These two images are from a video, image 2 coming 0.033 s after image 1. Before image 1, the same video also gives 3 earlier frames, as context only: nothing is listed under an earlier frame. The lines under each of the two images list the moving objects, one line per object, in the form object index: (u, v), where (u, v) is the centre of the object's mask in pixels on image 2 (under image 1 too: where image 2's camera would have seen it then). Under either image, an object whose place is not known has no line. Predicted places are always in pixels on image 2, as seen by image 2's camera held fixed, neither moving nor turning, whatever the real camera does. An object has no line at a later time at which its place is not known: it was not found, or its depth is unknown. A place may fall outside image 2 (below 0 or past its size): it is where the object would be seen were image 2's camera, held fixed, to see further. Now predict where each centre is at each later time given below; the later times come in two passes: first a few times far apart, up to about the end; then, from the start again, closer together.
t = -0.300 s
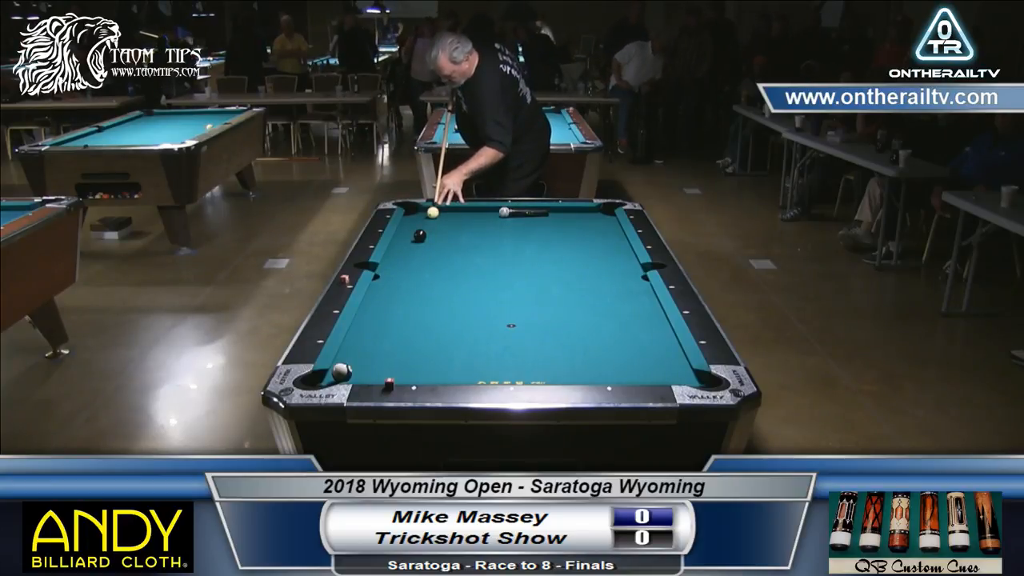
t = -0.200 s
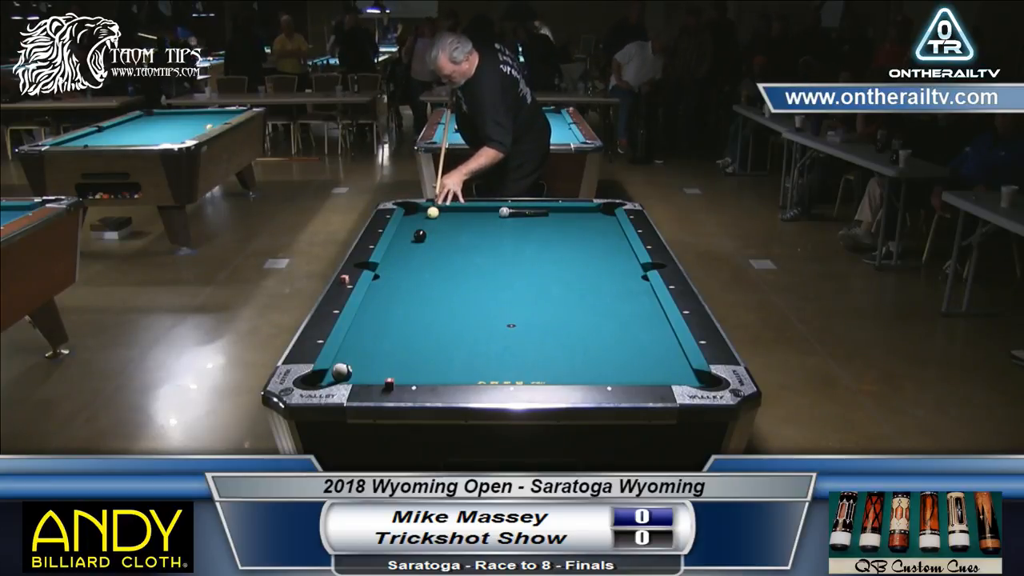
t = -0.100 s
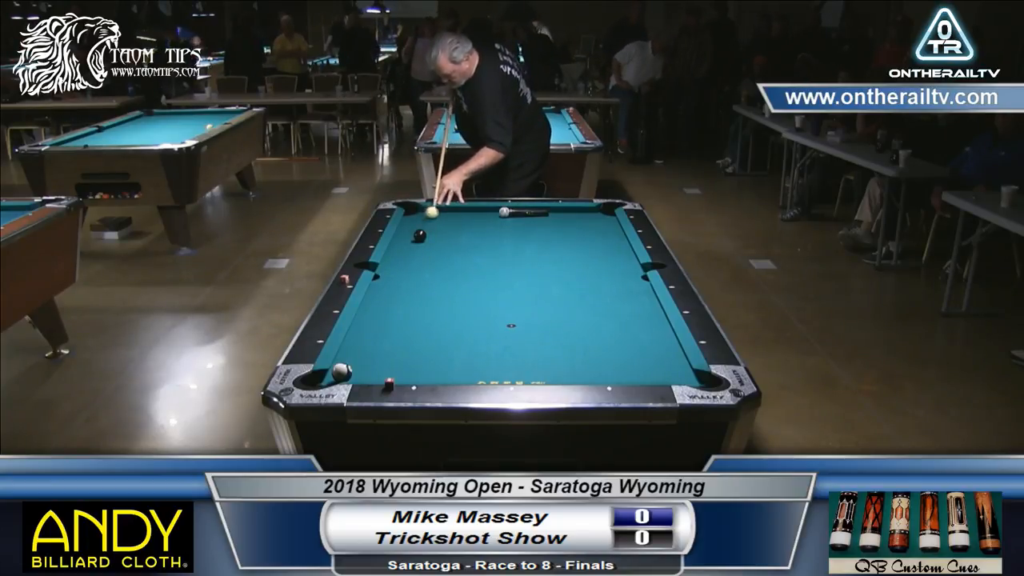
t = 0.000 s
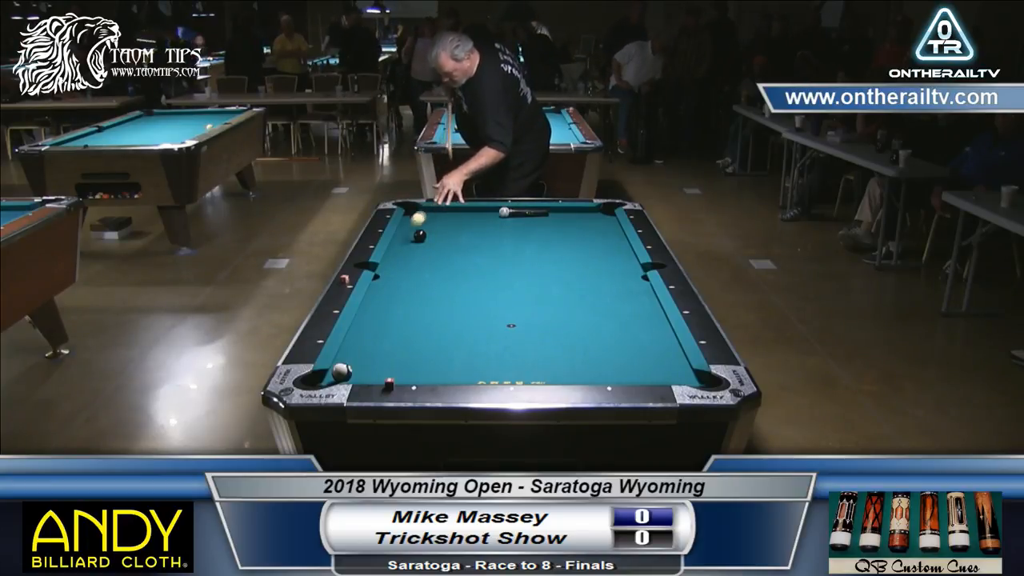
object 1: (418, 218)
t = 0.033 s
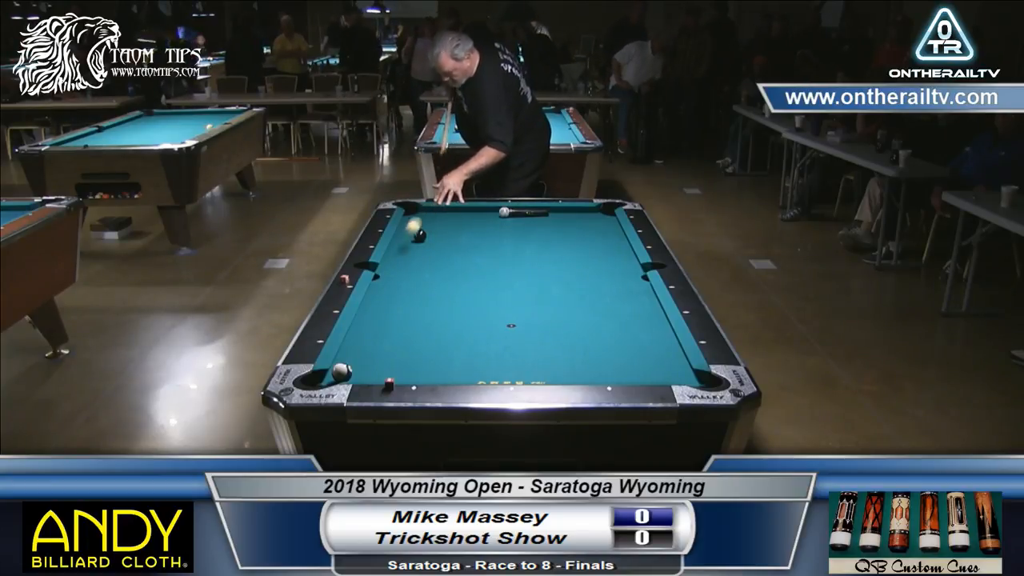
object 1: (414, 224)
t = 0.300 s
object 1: (361, 325)
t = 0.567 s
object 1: (342, 366)
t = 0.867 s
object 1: (341, 368)
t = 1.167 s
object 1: (340, 369)
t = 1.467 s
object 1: (339, 369)
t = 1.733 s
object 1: (339, 369)
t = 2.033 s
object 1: (339, 369)
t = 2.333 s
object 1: (339, 369)
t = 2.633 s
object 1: (339, 369)
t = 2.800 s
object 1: (339, 369)
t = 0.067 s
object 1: (408, 236)
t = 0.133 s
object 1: (397, 266)
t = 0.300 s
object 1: (361, 325)
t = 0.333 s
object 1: (353, 341)
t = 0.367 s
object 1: (347, 354)
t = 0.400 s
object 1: (344, 361)
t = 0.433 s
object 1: (343, 364)
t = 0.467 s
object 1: (343, 365)
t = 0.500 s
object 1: (342, 365)
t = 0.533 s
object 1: (342, 366)
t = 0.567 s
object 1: (342, 366)
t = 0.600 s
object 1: (342, 366)
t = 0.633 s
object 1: (342, 366)
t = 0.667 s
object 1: (342, 366)
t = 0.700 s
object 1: (341, 367)
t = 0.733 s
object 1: (341, 367)
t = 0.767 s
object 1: (341, 367)
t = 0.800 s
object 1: (341, 367)
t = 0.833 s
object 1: (341, 368)
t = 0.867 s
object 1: (341, 368)
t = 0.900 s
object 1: (341, 368)
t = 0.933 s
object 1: (341, 368)
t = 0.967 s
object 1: (340, 368)
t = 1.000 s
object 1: (340, 368)
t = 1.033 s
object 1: (340, 369)
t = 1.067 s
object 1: (340, 369)
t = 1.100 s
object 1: (340, 369)
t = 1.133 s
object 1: (340, 369)
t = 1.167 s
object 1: (340, 369)
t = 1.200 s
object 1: (340, 369)
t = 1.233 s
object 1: (339, 369)
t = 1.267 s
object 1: (339, 369)
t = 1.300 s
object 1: (339, 369)
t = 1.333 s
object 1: (339, 369)
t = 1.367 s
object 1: (339, 369)
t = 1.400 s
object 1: (339, 369)
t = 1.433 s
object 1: (339, 369)
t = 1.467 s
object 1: (339, 369)
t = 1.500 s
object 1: (339, 369)
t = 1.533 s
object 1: (339, 369)
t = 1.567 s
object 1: (339, 369)
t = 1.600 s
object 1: (339, 369)
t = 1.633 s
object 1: (339, 369)
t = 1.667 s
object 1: (339, 369)
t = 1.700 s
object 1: (339, 369)
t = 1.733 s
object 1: (339, 369)
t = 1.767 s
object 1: (339, 369)
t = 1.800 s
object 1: (339, 369)
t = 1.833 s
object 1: (339, 369)
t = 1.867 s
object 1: (339, 369)
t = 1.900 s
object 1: (339, 369)
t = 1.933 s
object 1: (339, 369)
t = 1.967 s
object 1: (339, 369)
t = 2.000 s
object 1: (339, 369)
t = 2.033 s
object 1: (339, 369)
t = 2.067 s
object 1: (339, 369)
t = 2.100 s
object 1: (339, 369)
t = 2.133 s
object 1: (339, 369)
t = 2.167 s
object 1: (339, 369)
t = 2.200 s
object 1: (339, 369)
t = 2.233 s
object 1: (339, 369)
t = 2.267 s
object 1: (339, 369)
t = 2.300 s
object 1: (339, 369)
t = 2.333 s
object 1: (339, 369)
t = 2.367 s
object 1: (339, 369)
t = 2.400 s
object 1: (339, 369)
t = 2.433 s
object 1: (339, 369)
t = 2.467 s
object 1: (339, 369)
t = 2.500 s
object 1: (339, 369)
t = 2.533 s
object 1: (339, 369)
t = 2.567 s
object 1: (339, 369)
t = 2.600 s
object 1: (339, 369)
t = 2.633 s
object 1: (339, 369)
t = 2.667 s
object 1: (339, 369)
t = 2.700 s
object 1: (339, 369)
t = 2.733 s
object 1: (339, 369)
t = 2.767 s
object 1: (339, 369)
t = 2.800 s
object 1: (339, 369)
